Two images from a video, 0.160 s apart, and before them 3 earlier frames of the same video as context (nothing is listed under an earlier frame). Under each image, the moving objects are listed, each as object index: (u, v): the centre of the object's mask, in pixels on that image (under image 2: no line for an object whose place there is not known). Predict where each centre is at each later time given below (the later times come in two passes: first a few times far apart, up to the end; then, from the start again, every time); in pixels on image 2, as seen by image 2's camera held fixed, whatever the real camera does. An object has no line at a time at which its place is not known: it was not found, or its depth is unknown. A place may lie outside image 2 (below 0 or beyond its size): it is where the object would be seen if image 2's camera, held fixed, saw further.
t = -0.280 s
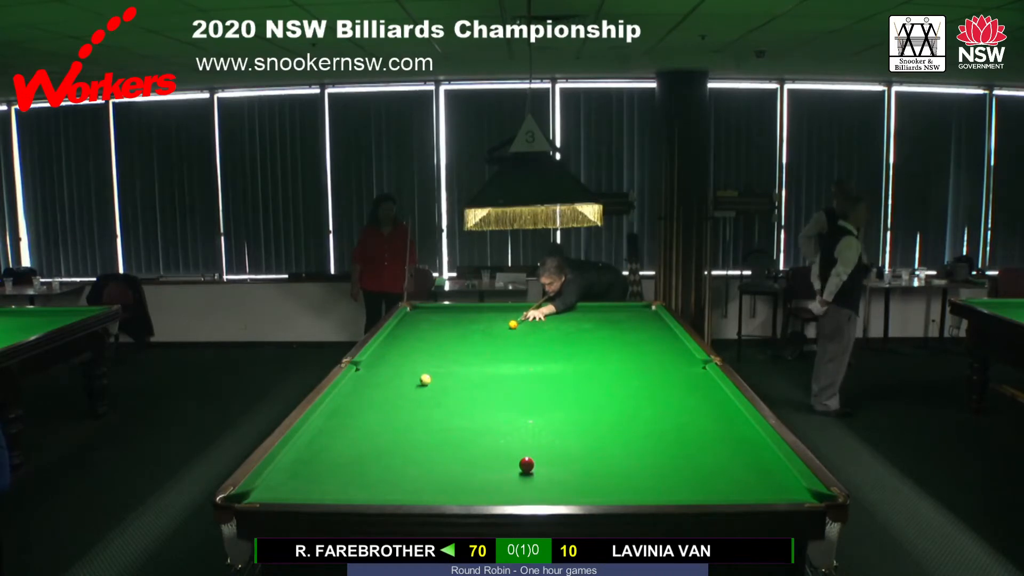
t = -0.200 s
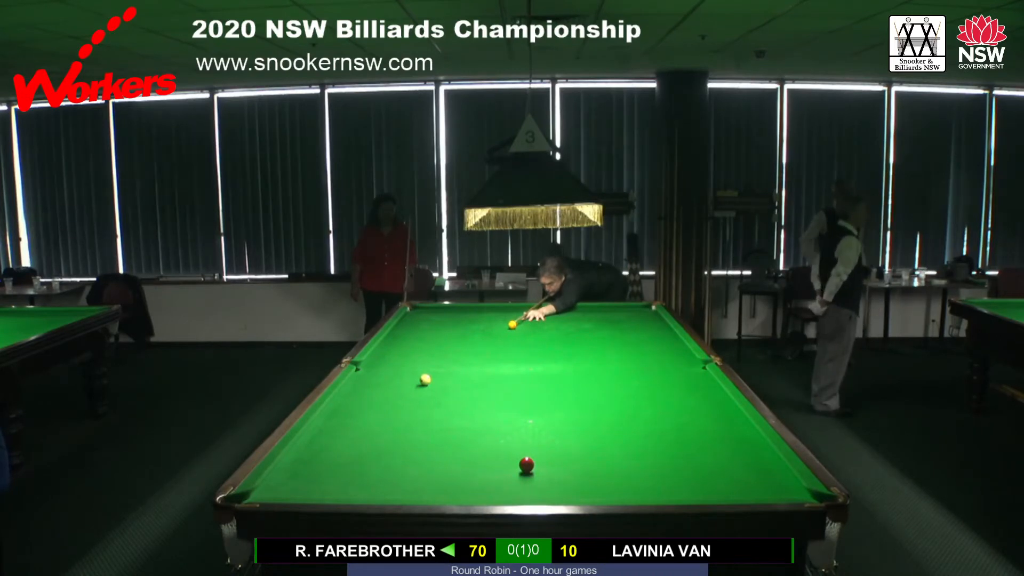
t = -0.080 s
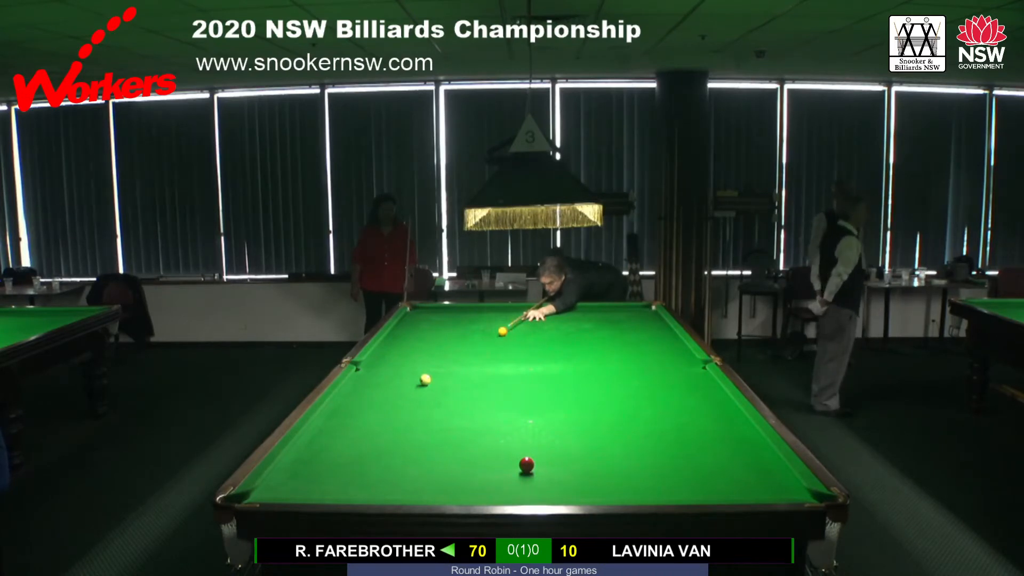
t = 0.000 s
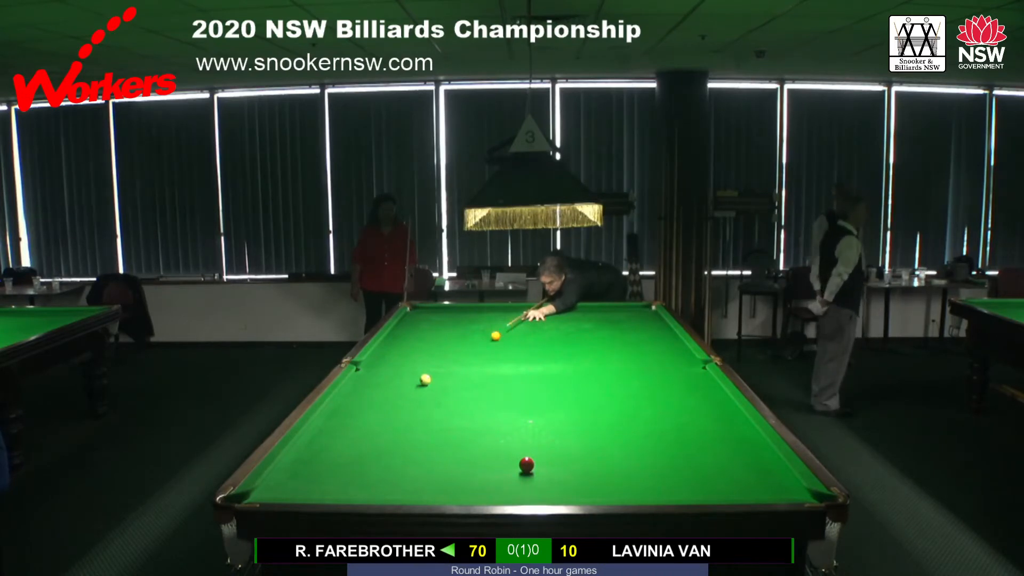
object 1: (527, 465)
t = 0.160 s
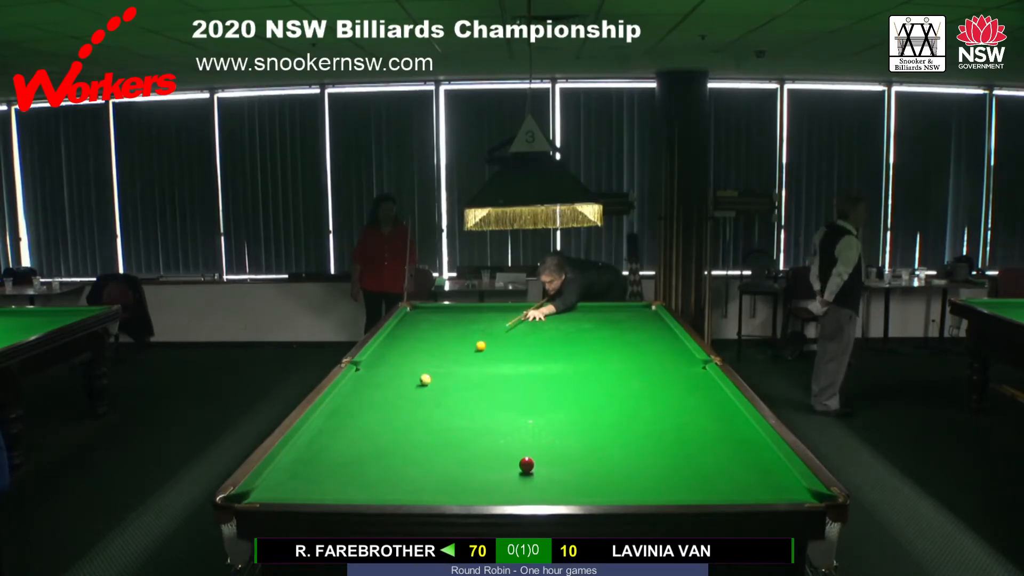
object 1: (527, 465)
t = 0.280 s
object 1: (527, 465)
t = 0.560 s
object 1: (527, 465)
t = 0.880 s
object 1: (527, 465)
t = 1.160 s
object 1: (527, 465)
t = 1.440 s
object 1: (527, 465)
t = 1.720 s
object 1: (527, 465)
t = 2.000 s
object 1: (527, 465)
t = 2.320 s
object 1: (535, 468)
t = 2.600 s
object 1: (555, 475)
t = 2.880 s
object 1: (574, 482)
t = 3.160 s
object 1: (592, 489)
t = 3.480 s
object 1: (610, 494)
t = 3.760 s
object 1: (621, 494)
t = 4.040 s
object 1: (628, 493)
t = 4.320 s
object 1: (633, 491)
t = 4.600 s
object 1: (636, 491)
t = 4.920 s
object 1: (637, 490)
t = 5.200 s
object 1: (637, 490)
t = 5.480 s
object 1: (637, 491)
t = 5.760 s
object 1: (637, 490)
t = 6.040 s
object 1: (637, 490)
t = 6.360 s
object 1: (637, 491)
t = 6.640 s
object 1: (637, 490)
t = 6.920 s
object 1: (637, 490)
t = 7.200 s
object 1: (637, 490)
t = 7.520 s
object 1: (637, 490)
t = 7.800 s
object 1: (637, 490)
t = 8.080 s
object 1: (637, 490)
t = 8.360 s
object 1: (637, 490)
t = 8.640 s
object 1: (637, 490)
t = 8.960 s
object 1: (637, 490)
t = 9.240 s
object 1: (637, 490)
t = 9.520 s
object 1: (637, 490)
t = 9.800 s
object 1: (637, 490)
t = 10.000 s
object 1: (637, 490)
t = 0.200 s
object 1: (527, 465)
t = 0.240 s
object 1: (527, 465)
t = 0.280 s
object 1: (527, 465)
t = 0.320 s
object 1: (527, 465)
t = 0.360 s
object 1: (527, 465)
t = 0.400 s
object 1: (526, 465)
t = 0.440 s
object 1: (527, 465)
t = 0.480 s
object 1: (527, 465)
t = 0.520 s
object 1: (527, 465)
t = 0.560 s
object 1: (527, 465)
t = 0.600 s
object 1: (527, 465)
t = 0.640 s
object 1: (527, 465)
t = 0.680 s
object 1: (527, 465)
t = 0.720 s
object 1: (527, 465)
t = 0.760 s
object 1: (527, 465)
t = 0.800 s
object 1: (527, 465)
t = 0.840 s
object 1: (527, 465)
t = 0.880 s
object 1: (527, 465)
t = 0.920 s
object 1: (527, 465)
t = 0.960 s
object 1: (527, 465)
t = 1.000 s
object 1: (527, 465)
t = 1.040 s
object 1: (527, 465)
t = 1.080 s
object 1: (527, 465)
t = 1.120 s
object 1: (527, 465)
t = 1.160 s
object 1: (527, 465)
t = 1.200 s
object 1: (527, 465)
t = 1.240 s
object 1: (527, 465)
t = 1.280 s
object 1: (526, 465)
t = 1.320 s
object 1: (526, 465)
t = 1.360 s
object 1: (527, 465)
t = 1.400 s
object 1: (526, 465)
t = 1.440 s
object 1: (527, 465)
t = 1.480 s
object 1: (527, 465)
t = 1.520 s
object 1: (527, 465)
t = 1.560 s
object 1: (527, 465)
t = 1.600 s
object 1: (527, 465)
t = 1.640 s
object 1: (527, 465)
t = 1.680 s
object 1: (527, 465)
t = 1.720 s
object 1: (527, 465)
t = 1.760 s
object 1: (527, 465)
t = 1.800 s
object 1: (527, 465)
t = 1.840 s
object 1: (527, 465)
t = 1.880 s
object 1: (527, 465)
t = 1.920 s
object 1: (527, 465)
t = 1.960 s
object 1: (527, 465)
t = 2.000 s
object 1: (527, 465)
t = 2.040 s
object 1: (527, 465)
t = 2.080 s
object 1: (527, 465)
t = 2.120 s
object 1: (527, 465)
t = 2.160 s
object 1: (527, 465)
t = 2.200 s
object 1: (527, 465)
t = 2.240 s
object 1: (529, 466)
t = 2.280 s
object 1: (532, 467)
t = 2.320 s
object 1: (535, 468)
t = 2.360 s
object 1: (538, 469)
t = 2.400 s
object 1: (541, 470)
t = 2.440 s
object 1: (544, 471)
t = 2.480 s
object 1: (547, 472)
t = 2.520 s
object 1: (550, 473)
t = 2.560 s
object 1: (553, 474)
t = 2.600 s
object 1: (555, 475)
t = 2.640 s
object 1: (558, 477)
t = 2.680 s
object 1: (561, 477)
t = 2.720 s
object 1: (564, 479)
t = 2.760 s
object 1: (566, 480)
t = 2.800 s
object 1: (569, 481)
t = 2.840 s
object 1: (572, 482)
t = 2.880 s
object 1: (574, 482)
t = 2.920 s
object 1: (577, 484)
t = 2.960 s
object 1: (580, 485)
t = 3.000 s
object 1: (582, 486)
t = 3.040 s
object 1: (584, 487)
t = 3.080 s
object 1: (587, 487)
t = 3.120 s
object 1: (589, 488)
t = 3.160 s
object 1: (592, 489)
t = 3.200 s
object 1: (594, 490)
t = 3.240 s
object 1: (597, 490)
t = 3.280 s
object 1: (599, 491)
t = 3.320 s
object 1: (601, 492)
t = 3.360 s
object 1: (603, 492)
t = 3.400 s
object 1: (606, 493)
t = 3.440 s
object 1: (608, 493)
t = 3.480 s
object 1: (610, 494)
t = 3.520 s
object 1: (612, 494)
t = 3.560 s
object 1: (614, 494)
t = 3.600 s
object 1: (616, 495)
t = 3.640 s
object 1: (618, 495)
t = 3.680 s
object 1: (619, 495)
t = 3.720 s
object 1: (620, 494)
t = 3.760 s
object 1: (621, 494)
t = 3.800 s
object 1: (622, 494)
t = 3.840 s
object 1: (623, 494)
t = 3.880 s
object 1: (624, 494)
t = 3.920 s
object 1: (625, 493)
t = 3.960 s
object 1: (626, 493)
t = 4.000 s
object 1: (627, 493)
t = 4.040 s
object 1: (628, 493)
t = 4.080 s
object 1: (629, 493)
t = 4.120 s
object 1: (629, 492)
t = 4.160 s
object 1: (630, 492)
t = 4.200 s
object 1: (631, 492)
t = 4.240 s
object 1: (631, 492)
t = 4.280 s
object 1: (632, 492)
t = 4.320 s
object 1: (633, 491)
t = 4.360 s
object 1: (633, 491)
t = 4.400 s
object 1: (634, 491)
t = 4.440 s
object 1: (634, 491)
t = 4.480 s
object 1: (635, 491)
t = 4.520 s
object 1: (635, 491)
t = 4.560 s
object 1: (636, 491)
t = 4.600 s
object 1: (636, 491)
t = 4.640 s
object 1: (636, 491)
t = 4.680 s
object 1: (637, 491)
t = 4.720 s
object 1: (637, 491)
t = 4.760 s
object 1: (637, 490)
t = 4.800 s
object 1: (637, 490)
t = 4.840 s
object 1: (637, 490)
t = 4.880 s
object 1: (637, 490)
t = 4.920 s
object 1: (637, 490)
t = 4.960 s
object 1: (637, 490)
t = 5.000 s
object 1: (637, 491)
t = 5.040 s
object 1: (637, 490)
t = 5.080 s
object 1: (637, 490)
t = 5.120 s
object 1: (637, 490)
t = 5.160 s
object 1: (637, 491)
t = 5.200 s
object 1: (637, 490)
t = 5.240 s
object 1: (637, 490)
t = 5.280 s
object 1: (637, 490)
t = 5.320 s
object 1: (637, 490)
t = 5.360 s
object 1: (637, 490)
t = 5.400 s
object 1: (637, 490)
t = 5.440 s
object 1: (637, 491)
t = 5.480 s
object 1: (637, 491)
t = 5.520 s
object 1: (637, 490)
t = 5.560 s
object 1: (637, 490)
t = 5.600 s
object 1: (637, 490)
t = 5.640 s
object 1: (637, 491)
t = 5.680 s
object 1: (637, 490)
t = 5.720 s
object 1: (637, 490)
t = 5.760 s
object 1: (637, 490)
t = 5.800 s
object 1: (637, 491)
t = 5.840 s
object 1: (637, 490)
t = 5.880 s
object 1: (637, 490)
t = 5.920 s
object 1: (637, 491)
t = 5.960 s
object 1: (637, 491)
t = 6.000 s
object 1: (637, 490)
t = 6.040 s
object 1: (637, 490)
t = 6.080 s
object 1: (637, 491)
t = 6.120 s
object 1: (637, 491)
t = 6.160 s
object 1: (637, 491)
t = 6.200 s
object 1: (637, 490)
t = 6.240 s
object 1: (637, 491)
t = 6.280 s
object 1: (637, 490)
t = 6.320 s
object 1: (637, 491)
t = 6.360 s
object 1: (637, 491)
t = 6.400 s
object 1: (637, 490)
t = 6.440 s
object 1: (637, 490)
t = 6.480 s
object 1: (637, 490)
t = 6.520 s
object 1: (637, 491)
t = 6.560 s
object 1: (637, 490)
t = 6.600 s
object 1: (637, 490)
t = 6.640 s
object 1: (637, 490)
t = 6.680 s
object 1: (637, 490)
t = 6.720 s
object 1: (637, 490)
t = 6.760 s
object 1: (637, 490)
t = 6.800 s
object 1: (637, 490)
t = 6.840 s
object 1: (637, 490)
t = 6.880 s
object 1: (637, 490)
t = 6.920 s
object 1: (637, 490)
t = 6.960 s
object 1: (637, 490)
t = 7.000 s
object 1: (637, 490)
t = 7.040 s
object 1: (637, 490)
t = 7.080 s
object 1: (637, 490)
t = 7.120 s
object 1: (637, 490)
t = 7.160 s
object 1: (637, 490)
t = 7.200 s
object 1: (637, 490)
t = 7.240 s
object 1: (637, 490)
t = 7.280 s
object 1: (637, 490)
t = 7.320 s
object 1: (637, 491)
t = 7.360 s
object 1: (637, 490)
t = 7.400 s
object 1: (637, 490)
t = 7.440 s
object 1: (637, 490)
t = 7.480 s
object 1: (637, 490)
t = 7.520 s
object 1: (637, 490)
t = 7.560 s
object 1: (637, 490)
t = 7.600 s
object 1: (637, 490)
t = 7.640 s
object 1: (637, 490)
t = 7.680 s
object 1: (637, 490)
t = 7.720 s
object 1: (637, 490)
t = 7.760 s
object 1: (637, 490)
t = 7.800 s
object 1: (637, 490)
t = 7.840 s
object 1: (637, 490)
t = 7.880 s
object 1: (637, 490)
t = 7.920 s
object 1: (637, 490)
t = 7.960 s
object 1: (637, 490)
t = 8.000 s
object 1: (637, 490)
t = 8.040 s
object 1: (637, 490)
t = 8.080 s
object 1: (637, 490)
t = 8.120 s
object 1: (637, 490)
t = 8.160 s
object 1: (637, 490)
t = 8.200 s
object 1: (637, 490)
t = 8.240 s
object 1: (637, 490)
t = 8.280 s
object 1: (637, 490)
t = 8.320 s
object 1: (637, 490)
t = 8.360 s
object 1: (637, 490)
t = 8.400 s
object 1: (637, 490)
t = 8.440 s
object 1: (637, 490)
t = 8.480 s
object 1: (637, 490)
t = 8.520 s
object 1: (637, 490)
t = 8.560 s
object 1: (637, 490)
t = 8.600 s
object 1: (637, 490)
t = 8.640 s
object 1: (637, 490)
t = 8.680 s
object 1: (637, 490)
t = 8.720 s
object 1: (637, 490)
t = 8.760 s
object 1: (637, 490)
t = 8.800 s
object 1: (637, 490)
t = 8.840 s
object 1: (637, 490)
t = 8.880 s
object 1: (637, 490)
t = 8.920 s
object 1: (637, 490)
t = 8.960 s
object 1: (637, 490)
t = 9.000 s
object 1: (637, 490)
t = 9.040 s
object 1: (637, 490)
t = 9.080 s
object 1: (637, 490)
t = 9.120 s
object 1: (637, 490)
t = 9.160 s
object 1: (637, 490)
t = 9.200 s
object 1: (637, 490)
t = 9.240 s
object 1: (637, 490)
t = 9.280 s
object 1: (637, 490)
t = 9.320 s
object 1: (637, 490)
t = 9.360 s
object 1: (637, 490)
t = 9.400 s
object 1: (637, 490)
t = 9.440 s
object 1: (637, 490)
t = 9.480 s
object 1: (637, 490)
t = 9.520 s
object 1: (637, 490)
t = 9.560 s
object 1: (637, 490)
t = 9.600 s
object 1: (637, 490)
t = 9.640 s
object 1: (637, 490)
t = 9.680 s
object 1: (637, 490)
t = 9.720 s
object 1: (637, 490)
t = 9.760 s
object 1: (637, 490)
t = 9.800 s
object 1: (637, 490)
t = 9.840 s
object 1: (637, 490)
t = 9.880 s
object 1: (637, 490)
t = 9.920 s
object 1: (637, 490)
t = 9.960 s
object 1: (637, 490)
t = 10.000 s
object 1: (637, 490)
